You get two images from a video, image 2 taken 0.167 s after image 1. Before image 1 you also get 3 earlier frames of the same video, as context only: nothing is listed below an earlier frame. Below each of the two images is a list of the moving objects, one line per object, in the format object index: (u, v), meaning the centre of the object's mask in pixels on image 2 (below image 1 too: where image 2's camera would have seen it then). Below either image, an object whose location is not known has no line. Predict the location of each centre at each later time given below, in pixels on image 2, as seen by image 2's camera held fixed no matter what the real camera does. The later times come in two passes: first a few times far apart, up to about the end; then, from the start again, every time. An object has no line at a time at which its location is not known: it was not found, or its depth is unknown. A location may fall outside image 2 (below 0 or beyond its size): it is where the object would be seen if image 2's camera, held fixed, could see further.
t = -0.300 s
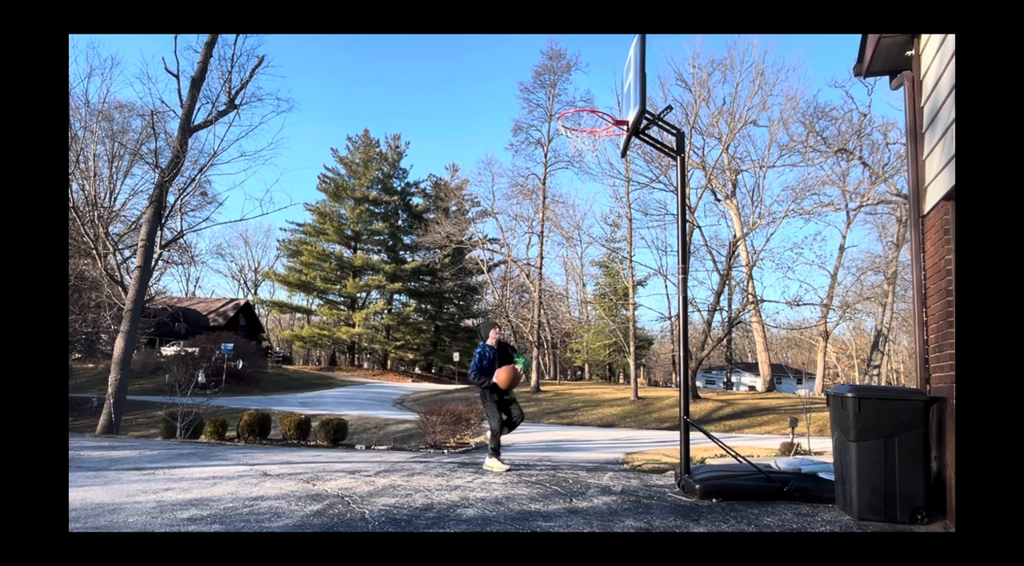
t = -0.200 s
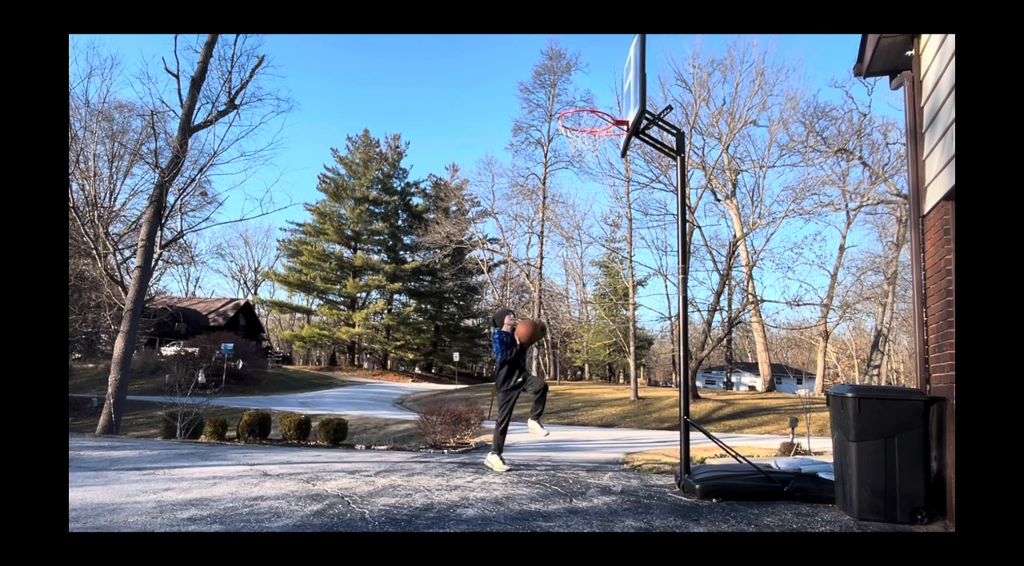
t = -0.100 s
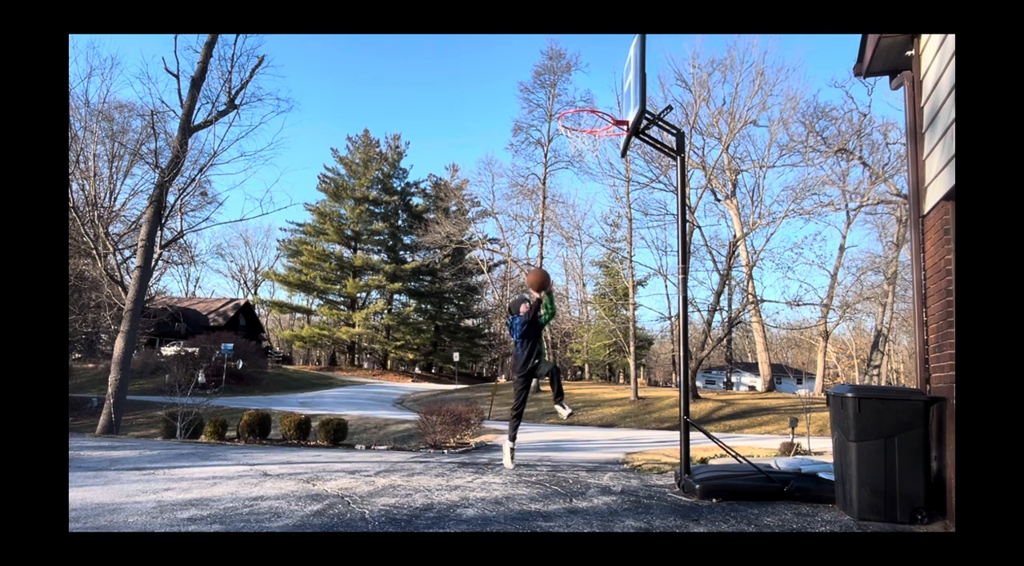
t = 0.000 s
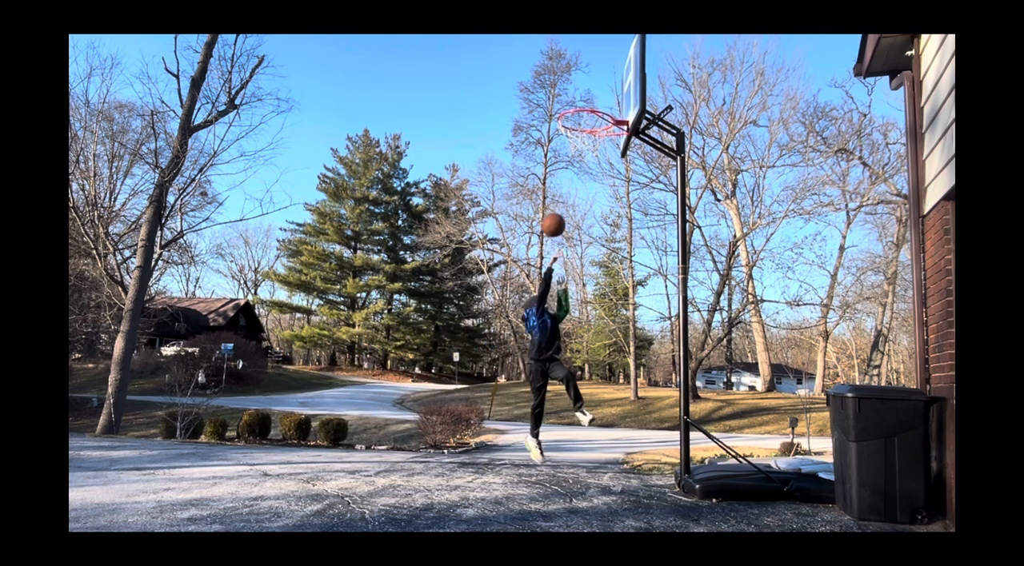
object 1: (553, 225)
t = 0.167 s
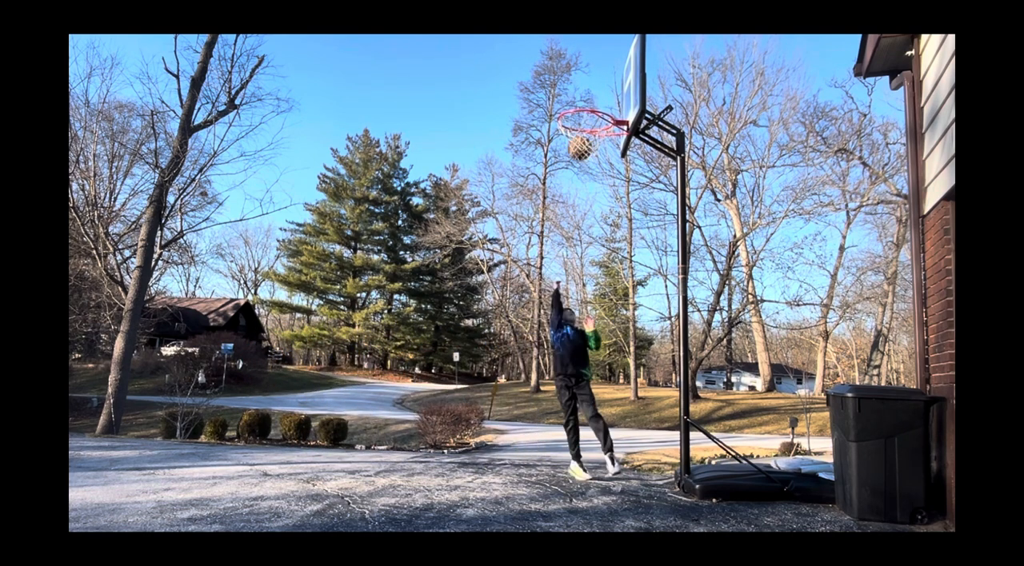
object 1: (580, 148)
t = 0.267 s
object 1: (592, 129)
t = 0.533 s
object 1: (607, 146)
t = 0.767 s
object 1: (596, 220)
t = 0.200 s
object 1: (585, 137)
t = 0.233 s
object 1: (589, 132)
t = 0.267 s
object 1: (592, 129)
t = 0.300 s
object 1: (595, 127)
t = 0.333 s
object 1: (599, 126)
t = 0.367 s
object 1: (603, 126)
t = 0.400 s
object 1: (605, 128)
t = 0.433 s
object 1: (608, 131)
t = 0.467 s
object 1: (608, 135)
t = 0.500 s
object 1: (607, 139)
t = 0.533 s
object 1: (607, 146)
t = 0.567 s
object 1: (605, 153)
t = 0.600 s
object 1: (603, 162)
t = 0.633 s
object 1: (602, 171)
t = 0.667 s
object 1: (601, 182)
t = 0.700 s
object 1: (599, 193)
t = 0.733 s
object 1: (598, 206)
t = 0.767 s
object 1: (596, 220)
